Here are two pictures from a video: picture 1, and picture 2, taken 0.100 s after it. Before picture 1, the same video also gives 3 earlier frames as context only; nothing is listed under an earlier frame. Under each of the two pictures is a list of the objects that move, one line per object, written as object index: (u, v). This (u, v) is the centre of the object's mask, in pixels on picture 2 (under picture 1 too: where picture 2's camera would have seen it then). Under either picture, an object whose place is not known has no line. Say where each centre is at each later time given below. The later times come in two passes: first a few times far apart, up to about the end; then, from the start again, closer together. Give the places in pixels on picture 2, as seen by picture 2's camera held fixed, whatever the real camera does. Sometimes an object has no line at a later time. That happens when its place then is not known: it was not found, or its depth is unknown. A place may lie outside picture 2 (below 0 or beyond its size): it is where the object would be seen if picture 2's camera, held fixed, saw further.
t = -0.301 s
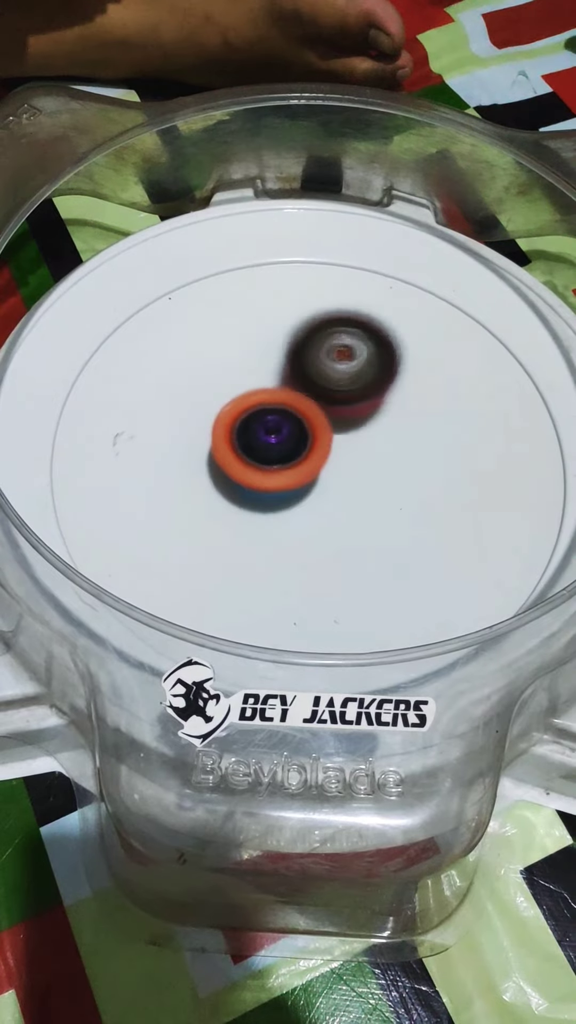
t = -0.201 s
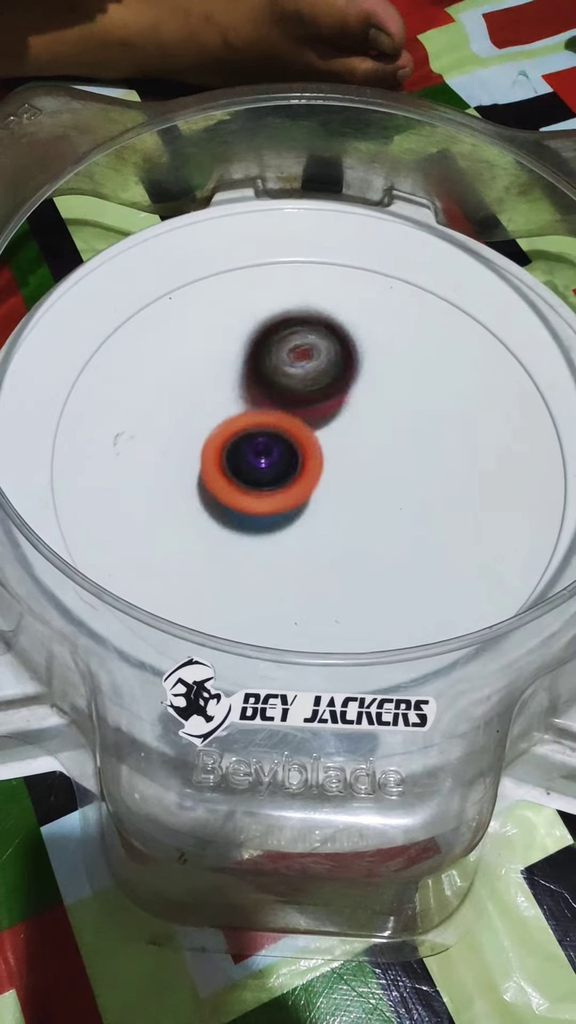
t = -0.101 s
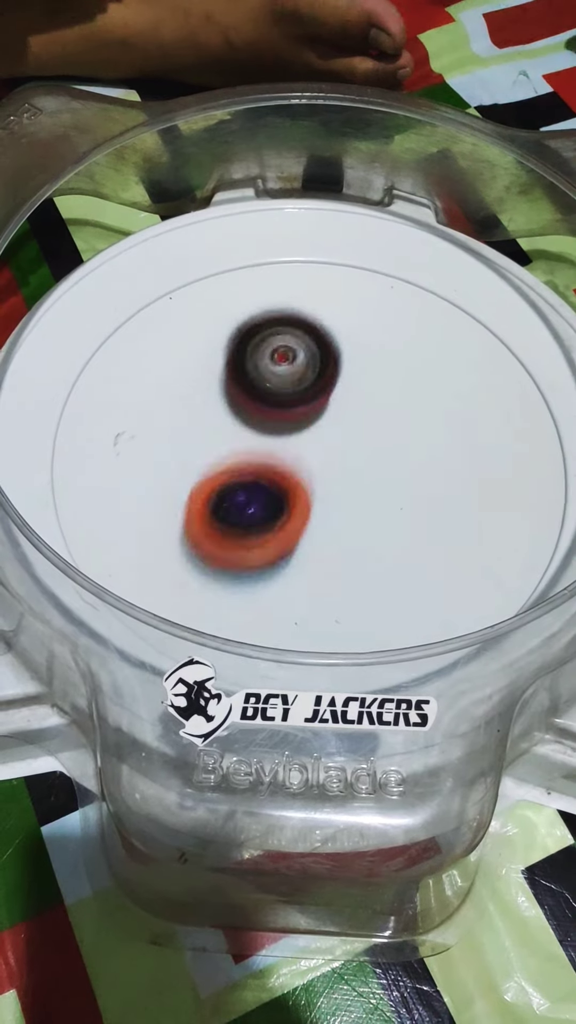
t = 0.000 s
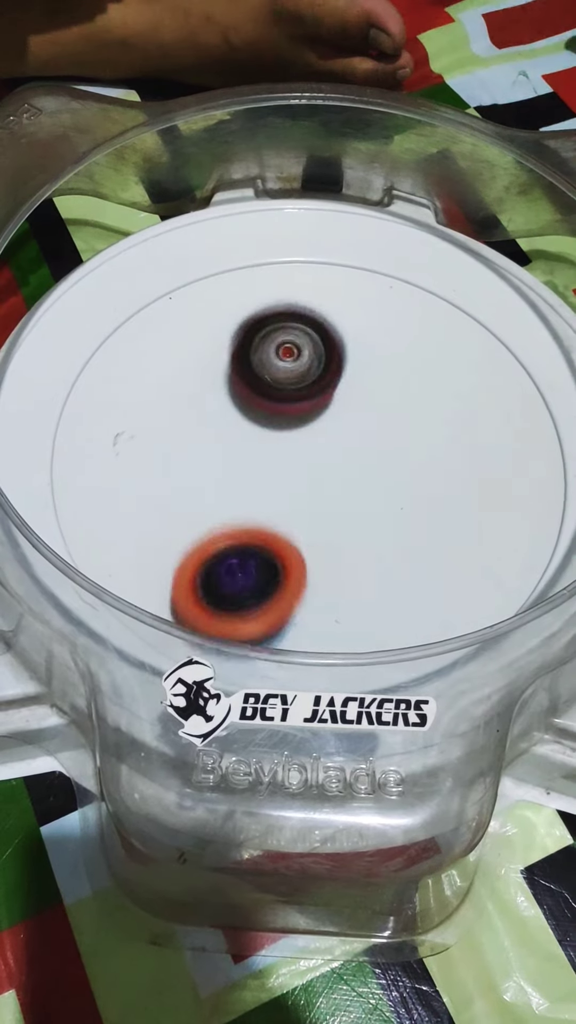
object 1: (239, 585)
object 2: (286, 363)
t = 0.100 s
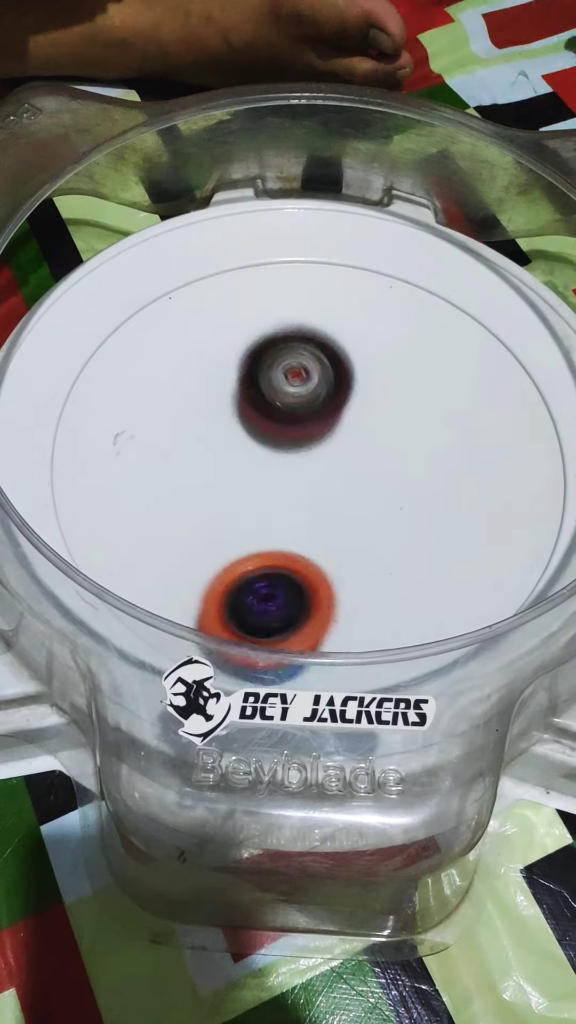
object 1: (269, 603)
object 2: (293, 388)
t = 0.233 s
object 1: (305, 590)
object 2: (326, 425)
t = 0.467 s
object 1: (314, 529)
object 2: (414, 410)
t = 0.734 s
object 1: (208, 490)
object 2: (362, 371)
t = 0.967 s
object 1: (182, 472)
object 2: (314, 450)
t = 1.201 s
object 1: (216, 458)
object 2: (369, 513)
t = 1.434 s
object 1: (266, 393)
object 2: (395, 486)
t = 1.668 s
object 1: (293, 351)
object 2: (308, 480)
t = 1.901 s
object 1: (300, 385)
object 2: (259, 523)
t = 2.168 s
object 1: (382, 423)
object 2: (279, 505)
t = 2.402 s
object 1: (414, 431)
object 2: (232, 470)
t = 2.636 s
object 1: (364, 458)
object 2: (229, 455)
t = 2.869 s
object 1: (375, 498)
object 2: (187, 432)
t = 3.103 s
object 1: (336, 506)
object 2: (239, 432)
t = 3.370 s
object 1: (299, 526)
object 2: (290, 371)
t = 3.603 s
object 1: (268, 496)
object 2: (331, 358)
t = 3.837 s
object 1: (250, 447)
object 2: (366, 404)
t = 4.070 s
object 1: (259, 414)
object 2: (391, 463)
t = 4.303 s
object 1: (292, 405)
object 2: (379, 510)
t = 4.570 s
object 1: (333, 415)
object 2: (321, 529)
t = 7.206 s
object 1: (346, 469)
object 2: (306, 342)
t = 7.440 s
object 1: (334, 499)
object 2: (439, 378)
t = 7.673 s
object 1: (307, 496)
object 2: (452, 500)
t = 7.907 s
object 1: (278, 433)
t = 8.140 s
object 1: (293, 402)
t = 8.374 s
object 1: (319, 419)
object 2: (175, 390)
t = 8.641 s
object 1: (332, 458)
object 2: (314, 347)
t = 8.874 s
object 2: (420, 419)
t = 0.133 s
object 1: (279, 603)
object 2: (299, 398)
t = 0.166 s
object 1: (288, 602)
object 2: (306, 407)
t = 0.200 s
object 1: (297, 598)
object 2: (315, 416)
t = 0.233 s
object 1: (305, 590)
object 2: (326, 425)
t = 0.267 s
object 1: (315, 578)
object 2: (337, 432)
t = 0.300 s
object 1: (324, 564)
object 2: (349, 436)
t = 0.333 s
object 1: (333, 549)
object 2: (363, 437)
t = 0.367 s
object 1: (338, 537)
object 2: (377, 434)
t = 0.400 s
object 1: (333, 536)
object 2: (393, 428)
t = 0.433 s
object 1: (324, 533)
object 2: (406, 419)
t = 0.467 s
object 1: (314, 529)
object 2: (414, 410)
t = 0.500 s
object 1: (302, 524)
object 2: (417, 401)
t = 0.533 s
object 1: (289, 519)
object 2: (419, 391)
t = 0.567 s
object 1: (275, 513)
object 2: (420, 378)
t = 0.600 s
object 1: (261, 508)
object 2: (413, 373)
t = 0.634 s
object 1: (247, 503)
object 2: (406, 363)
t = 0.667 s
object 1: (233, 498)
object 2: (393, 360)
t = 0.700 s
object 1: (219, 493)
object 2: (378, 362)
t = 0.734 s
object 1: (208, 490)
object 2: (362, 371)
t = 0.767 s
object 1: (198, 486)
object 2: (348, 380)
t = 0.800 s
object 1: (191, 484)
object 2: (335, 390)
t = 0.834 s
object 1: (188, 481)
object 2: (324, 402)
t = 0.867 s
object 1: (189, 478)
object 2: (315, 414)
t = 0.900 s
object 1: (192, 474)
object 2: (308, 427)
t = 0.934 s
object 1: (190, 473)
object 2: (308, 439)
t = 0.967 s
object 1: (182, 472)
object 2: (314, 450)
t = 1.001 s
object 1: (178, 471)
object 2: (319, 462)
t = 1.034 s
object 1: (180, 470)
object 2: (325, 473)
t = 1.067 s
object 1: (183, 469)
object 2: (332, 484)
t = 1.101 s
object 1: (190, 467)
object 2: (340, 493)
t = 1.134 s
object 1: (198, 465)
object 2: (350, 501)
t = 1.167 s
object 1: (208, 462)
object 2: (359, 508)
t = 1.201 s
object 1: (216, 458)
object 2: (369, 513)
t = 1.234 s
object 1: (224, 453)
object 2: (379, 516)
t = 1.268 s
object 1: (233, 446)
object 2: (389, 518)
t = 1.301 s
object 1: (240, 436)
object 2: (397, 516)
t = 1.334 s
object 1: (247, 425)
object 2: (402, 511)
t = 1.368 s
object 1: (254, 414)
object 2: (405, 503)
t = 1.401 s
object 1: (261, 403)
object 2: (402, 495)
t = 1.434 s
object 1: (266, 393)
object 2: (395, 486)
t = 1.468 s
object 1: (273, 384)
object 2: (385, 478)
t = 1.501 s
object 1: (280, 378)
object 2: (373, 471)
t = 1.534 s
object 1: (286, 373)
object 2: (359, 467)
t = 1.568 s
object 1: (289, 365)
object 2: (347, 469)
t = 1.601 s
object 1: (292, 359)
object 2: (334, 472)
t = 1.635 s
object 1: (293, 354)
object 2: (320, 475)
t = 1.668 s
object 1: (293, 351)
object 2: (308, 480)
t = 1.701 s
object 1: (293, 350)
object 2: (297, 485)
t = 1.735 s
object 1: (292, 352)
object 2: (287, 490)
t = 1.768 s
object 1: (293, 356)
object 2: (278, 497)
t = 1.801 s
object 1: (294, 362)
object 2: (271, 503)
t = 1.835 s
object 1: (295, 369)
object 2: (264, 510)
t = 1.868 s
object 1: (297, 377)
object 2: (260, 517)
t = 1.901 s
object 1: (300, 385)
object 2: (259, 523)
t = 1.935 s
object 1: (303, 393)
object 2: (259, 528)
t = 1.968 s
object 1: (309, 400)
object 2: (264, 531)
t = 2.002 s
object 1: (316, 407)
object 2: (270, 531)
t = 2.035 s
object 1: (325, 413)
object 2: (276, 529)
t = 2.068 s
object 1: (337, 416)
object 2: (282, 524)
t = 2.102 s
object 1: (350, 420)
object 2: (287, 515)
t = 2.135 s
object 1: (366, 422)
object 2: (286, 510)
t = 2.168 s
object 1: (382, 423)
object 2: (279, 505)
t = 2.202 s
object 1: (395, 423)
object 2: (271, 499)
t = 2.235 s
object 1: (406, 423)
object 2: (264, 494)
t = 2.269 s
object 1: (413, 423)
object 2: (257, 488)
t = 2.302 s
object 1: (417, 424)
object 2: (250, 483)
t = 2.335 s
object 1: (418, 426)
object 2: (244, 479)
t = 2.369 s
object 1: (417, 428)
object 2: (238, 474)
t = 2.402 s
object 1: (414, 431)
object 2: (232, 470)
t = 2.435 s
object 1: (409, 435)
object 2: (228, 466)
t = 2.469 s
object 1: (403, 438)
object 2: (224, 464)
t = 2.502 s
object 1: (395, 442)
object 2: (221, 461)
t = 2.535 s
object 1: (387, 445)
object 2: (221, 459)
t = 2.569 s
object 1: (380, 449)
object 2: (222, 458)
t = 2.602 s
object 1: (372, 453)
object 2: (225, 457)
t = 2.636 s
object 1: (364, 458)
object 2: (229, 455)
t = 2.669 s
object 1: (360, 463)
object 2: (229, 451)
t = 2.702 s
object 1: (371, 471)
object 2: (213, 444)
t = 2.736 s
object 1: (378, 478)
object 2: (204, 438)
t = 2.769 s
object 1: (381, 484)
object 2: (197, 435)
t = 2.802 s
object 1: (381, 489)
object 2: (192, 433)
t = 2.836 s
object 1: (378, 494)
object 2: (188, 432)
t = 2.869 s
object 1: (375, 498)
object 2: (187, 432)
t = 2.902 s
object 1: (371, 501)
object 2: (188, 433)
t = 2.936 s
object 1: (367, 503)
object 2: (191, 433)
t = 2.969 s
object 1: (362, 505)
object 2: (196, 434)
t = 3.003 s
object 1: (356, 505)
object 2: (205, 435)
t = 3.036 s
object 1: (350, 506)
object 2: (215, 434)
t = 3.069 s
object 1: (343, 506)
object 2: (226, 433)
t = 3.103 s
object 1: (336, 506)
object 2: (239, 432)
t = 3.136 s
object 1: (330, 507)
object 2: (248, 425)
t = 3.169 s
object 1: (329, 516)
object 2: (255, 415)
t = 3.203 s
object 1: (326, 522)
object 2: (261, 406)
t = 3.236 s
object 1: (321, 526)
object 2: (267, 398)
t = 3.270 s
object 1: (316, 528)
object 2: (273, 390)
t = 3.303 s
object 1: (310, 529)
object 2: (279, 383)
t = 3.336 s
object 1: (305, 528)
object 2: (284, 376)
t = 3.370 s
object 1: (299, 526)
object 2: (290, 371)
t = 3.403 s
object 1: (294, 523)
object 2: (297, 365)
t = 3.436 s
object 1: (289, 519)
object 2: (302, 361)
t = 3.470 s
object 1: (284, 515)
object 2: (308, 359)
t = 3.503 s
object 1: (280, 511)
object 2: (314, 357)
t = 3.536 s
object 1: (276, 507)
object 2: (322, 351)
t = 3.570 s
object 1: (272, 502)
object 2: (325, 355)
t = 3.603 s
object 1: (268, 496)
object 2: (331, 358)
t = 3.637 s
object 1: (263, 490)
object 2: (336, 362)
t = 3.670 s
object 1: (259, 483)
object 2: (342, 366)
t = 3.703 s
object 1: (256, 476)
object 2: (347, 373)
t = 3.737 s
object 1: (253, 469)
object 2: (352, 380)
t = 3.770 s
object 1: (251, 461)
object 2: (357, 387)
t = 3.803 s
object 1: (250, 454)
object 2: (362, 395)
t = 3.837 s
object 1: (250, 447)
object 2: (366, 404)
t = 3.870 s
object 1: (249, 441)
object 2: (372, 412)
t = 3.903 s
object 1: (249, 435)
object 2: (376, 421)
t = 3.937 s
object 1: (250, 430)
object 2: (380, 430)
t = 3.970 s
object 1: (251, 425)
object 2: (384, 438)
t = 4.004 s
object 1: (253, 421)
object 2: (388, 446)
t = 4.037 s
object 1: (256, 417)
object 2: (390, 455)
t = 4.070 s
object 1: (259, 414)
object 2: (391, 463)
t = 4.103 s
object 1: (262, 411)
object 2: (393, 471)
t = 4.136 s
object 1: (266, 410)
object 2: (393, 478)
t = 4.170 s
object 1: (270, 408)
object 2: (392, 485)
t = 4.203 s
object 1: (275, 407)
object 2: (390, 492)
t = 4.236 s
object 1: (281, 406)
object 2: (388, 499)
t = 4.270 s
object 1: (286, 405)
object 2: (384, 505)
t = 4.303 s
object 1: (292, 405)
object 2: (379, 510)
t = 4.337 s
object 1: (297, 406)
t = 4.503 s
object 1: (322, 412)
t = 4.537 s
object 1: (327, 414)
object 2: (331, 526)
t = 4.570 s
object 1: (333, 415)
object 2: (321, 529)
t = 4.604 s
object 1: (339, 412)
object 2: (310, 533)
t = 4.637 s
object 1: (344, 411)
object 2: (301, 535)
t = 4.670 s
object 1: (348, 412)
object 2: (291, 537)
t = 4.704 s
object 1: (351, 413)
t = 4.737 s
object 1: (353, 416)
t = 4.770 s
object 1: (355, 419)
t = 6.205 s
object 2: (467, 471)
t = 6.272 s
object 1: (248, 492)
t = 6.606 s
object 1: (286, 391)
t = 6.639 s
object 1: (290, 387)
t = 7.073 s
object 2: (222, 370)
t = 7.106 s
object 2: (242, 360)
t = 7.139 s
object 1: (349, 458)
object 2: (262, 351)
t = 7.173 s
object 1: (348, 464)
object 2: (285, 346)
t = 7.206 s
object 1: (346, 469)
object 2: (306, 342)
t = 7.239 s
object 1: (343, 474)
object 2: (328, 340)
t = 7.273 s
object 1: (340, 479)
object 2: (349, 338)
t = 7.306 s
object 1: (336, 482)
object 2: (369, 342)
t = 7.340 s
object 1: (335, 486)
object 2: (389, 347)
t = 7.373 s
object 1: (335, 490)
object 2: (407, 356)
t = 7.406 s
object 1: (335, 494)
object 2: (426, 368)
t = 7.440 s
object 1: (334, 499)
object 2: (439, 378)
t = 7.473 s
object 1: (333, 504)
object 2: (450, 391)
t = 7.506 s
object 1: (331, 509)
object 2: (459, 407)
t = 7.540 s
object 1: (327, 511)
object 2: (464, 425)
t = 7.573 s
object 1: (323, 510)
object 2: (466, 443)
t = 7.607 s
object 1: (318, 507)
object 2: (465, 462)
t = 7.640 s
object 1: (313, 502)
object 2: (460, 481)
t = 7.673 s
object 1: (307, 496)
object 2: (452, 500)
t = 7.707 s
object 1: (302, 488)
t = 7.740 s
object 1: (296, 479)
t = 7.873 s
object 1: (280, 442)
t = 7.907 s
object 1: (278, 433)
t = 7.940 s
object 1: (277, 425)
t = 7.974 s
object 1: (277, 418)
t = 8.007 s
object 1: (278, 412)
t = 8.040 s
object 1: (281, 408)
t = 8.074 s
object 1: (285, 406)
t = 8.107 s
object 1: (289, 404)
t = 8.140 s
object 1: (293, 402)
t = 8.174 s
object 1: (296, 403)
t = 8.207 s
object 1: (300, 404)
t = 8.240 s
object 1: (305, 406)
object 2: (148, 452)
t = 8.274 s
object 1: (309, 409)
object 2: (150, 436)
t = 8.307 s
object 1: (313, 412)
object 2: (154, 419)
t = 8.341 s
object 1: (316, 415)
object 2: (162, 403)
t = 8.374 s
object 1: (319, 419)
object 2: (175, 390)
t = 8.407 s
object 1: (322, 424)
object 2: (189, 377)
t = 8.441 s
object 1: (325, 429)
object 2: (205, 370)
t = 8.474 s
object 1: (328, 433)
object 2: (221, 360)
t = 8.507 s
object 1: (329, 438)
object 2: (240, 355)
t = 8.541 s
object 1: (331, 444)
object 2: (257, 350)
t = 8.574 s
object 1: (332, 449)
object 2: (277, 348)
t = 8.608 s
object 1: (332, 453)
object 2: (295, 347)
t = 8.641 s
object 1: (332, 458)
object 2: (314, 347)
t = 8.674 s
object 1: (331, 462)
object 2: (333, 350)
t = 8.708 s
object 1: (329, 466)
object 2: (351, 356)
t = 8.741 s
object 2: (369, 364)
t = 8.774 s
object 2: (386, 376)
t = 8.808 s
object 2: (400, 390)
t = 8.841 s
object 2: (411, 403)
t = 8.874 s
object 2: (420, 419)
